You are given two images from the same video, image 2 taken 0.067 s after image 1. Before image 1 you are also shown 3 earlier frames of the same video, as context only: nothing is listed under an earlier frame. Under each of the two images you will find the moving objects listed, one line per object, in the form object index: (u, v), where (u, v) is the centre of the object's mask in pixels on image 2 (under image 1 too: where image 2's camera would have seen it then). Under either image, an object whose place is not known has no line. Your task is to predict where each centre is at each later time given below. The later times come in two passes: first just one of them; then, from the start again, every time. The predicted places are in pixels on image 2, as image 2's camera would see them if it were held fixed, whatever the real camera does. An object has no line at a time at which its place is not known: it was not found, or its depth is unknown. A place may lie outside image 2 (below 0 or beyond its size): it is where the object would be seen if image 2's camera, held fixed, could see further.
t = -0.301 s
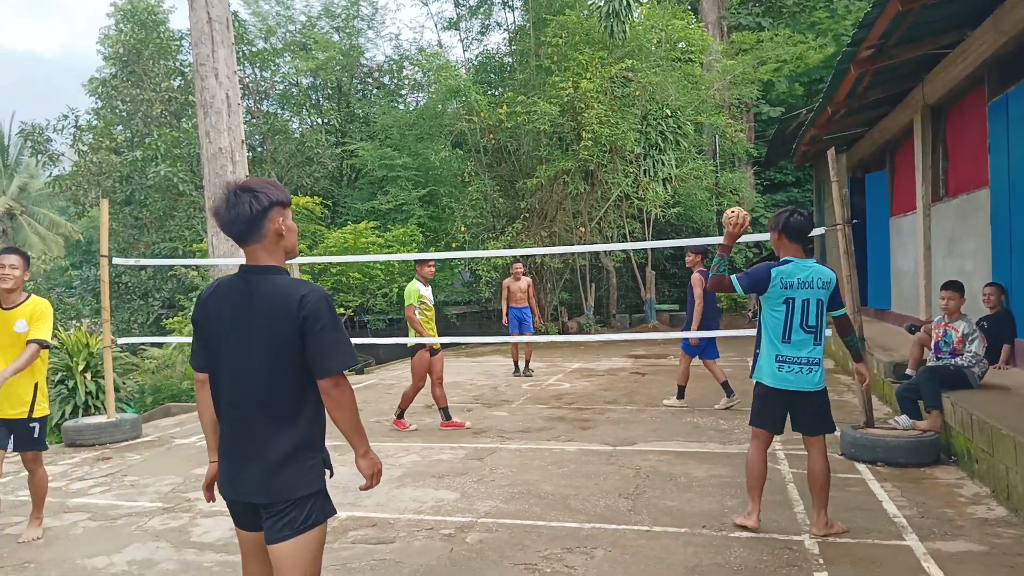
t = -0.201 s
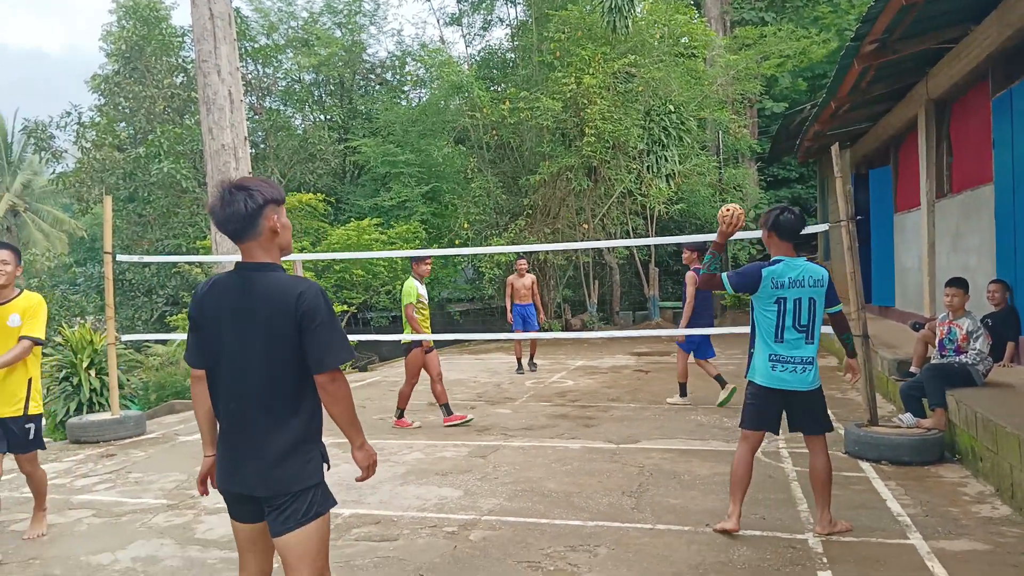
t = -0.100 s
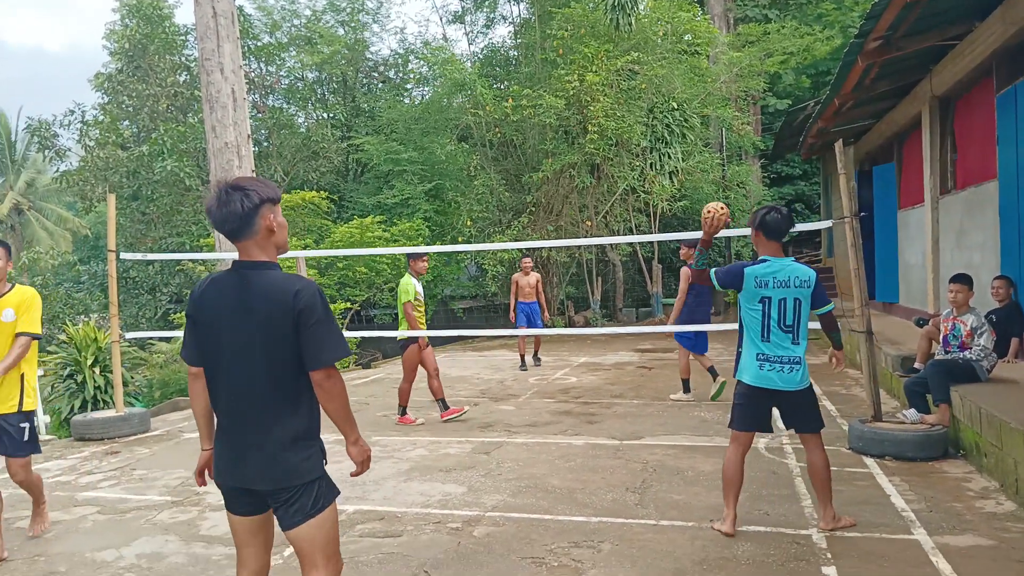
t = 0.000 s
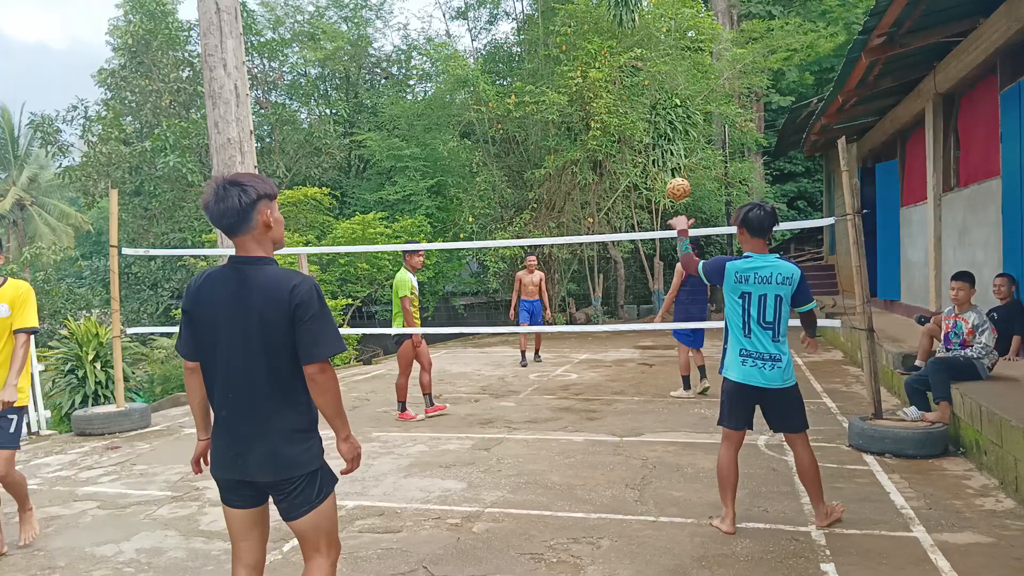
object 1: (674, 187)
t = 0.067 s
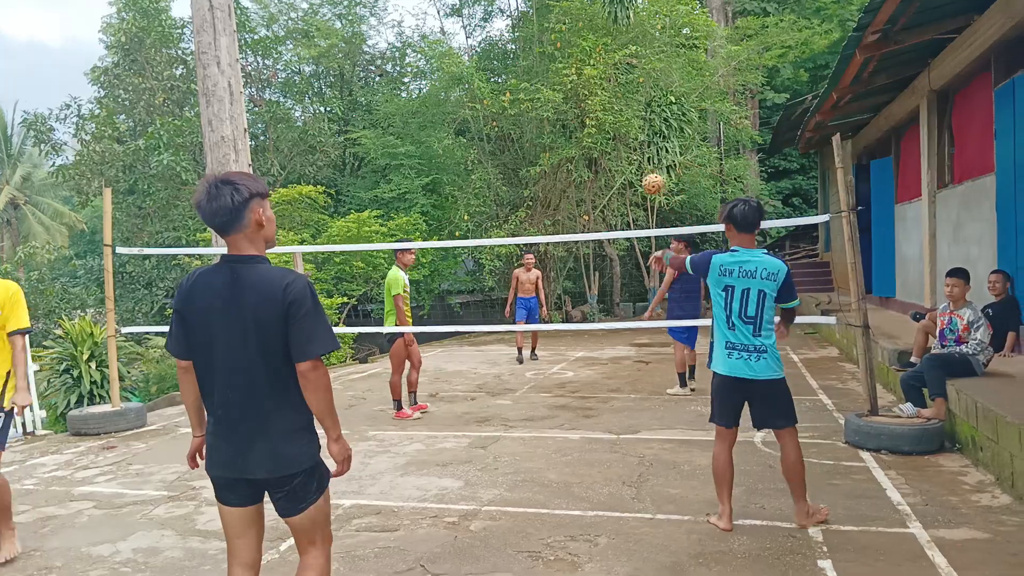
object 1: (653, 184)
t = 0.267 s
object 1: (611, 210)
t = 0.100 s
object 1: (644, 185)
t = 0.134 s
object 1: (635, 188)
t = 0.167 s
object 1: (628, 192)
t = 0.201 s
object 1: (622, 197)
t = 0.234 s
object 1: (616, 203)
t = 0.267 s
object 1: (611, 210)
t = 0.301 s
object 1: (606, 217)
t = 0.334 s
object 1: (602, 225)
